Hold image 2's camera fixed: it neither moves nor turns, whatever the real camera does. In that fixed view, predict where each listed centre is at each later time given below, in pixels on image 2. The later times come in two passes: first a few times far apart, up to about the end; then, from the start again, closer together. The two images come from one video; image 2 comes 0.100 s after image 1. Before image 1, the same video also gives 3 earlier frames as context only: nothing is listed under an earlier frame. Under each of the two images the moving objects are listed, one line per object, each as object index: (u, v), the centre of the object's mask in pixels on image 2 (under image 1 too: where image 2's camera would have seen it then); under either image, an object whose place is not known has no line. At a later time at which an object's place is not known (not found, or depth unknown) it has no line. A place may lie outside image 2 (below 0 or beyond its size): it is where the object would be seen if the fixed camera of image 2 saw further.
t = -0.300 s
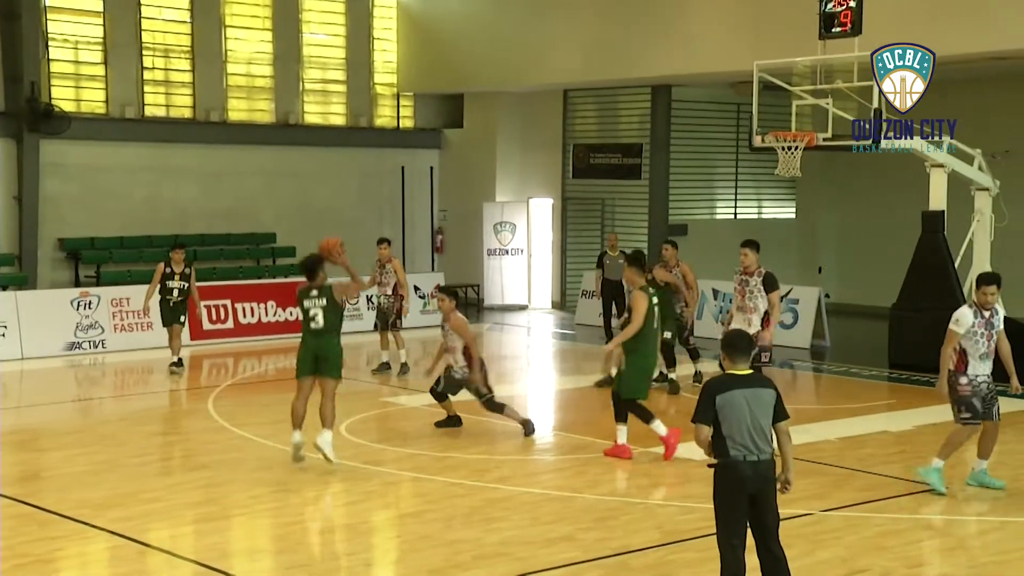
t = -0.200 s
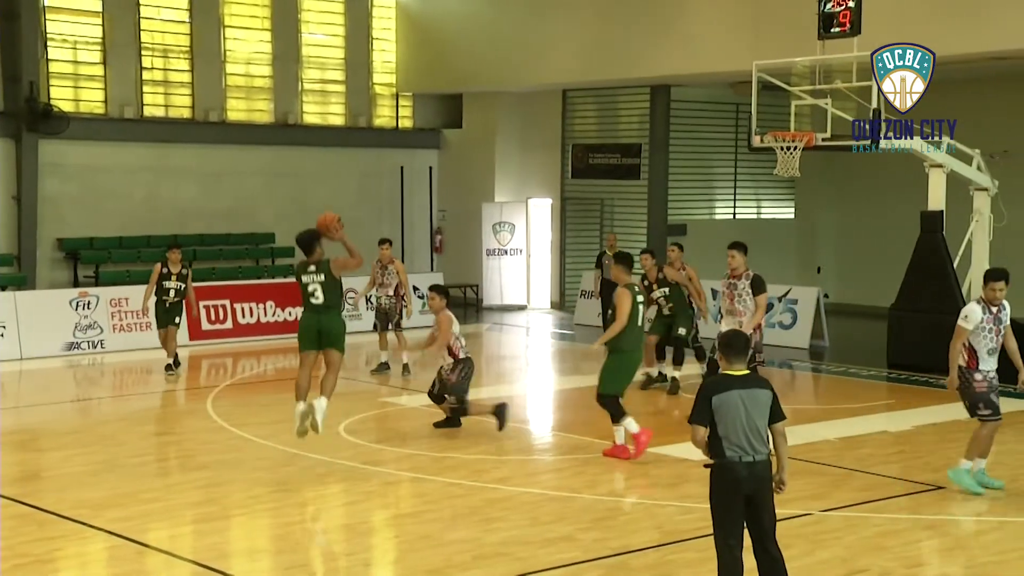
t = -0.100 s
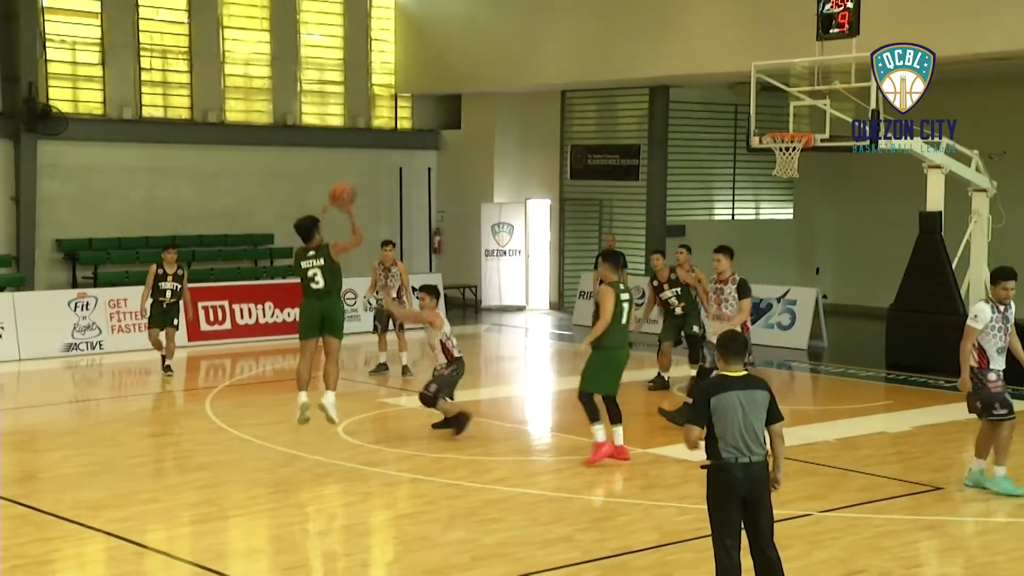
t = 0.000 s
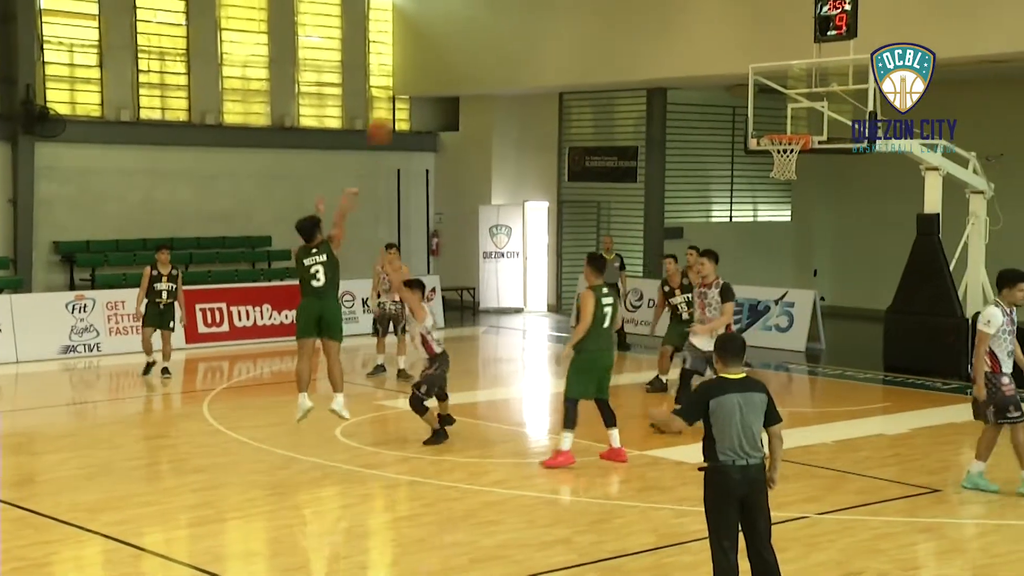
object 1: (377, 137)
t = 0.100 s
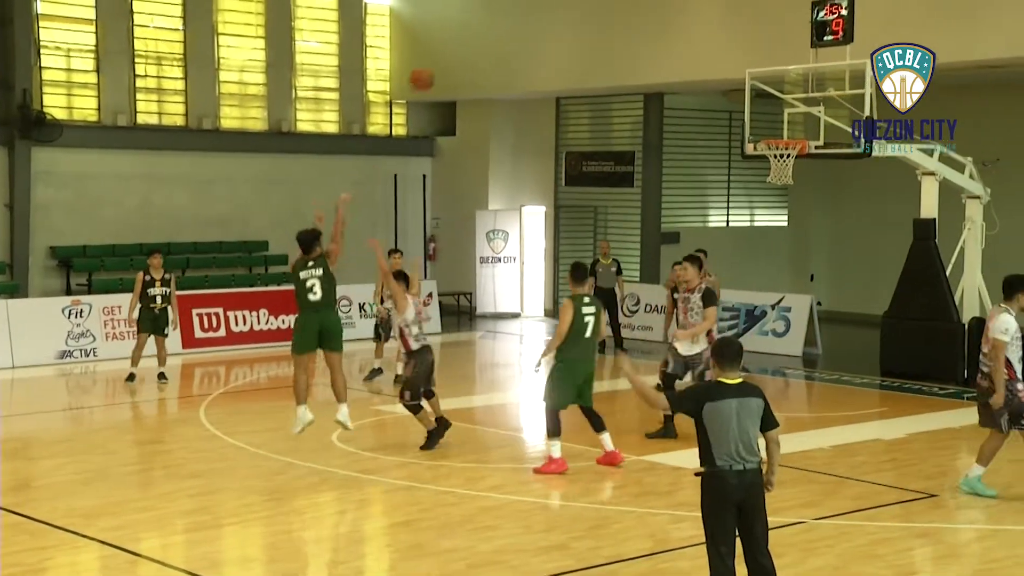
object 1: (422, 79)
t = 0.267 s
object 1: (491, 10)
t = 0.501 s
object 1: (580, -28)
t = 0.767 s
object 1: (668, -9)
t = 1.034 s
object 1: (743, 71)
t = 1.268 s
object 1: (793, 167)
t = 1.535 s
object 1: (793, 211)
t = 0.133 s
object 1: (436, 63)
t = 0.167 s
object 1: (450, 48)
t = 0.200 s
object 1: (464, 34)
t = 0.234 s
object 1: (478, 21)
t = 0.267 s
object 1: (491, 10)
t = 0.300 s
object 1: (505, 1)
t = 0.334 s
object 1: (517, -7)
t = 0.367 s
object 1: (531, -14)
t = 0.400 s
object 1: (543, -19)
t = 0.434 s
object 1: (556, -23)
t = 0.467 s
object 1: (568, -25)
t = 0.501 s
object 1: (580, -28)
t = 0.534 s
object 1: (592, -29)
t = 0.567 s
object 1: (603, -30)
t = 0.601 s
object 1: (614, -30)
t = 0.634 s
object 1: (625, -27)
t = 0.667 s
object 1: (636, -24)
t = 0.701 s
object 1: (646, -19)
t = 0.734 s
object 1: (658, -15)
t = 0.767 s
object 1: (668, -9)
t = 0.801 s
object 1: (678, -2)
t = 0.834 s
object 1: (688, 6)
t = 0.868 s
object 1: (697, 14)
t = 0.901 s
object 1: (707, 23)
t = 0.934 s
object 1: (716, 34)
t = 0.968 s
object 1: (726, 46)
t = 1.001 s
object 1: (735, 58)
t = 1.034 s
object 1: (743, 71)
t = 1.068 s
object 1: (752, 84)
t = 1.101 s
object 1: (760, 97)
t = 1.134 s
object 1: (768, 112)
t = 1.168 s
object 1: (777, 128)
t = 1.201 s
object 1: (781, 143)
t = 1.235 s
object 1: (795, 156)
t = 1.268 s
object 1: (793, 167)
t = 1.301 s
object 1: (796, 169)
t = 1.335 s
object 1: (795, 169)
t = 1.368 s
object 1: (794, 173)
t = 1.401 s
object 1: (794, 179)
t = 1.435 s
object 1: (793, 186)
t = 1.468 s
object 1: (794, 193)
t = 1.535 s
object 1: (793, 211)
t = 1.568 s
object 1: (793, 221)
